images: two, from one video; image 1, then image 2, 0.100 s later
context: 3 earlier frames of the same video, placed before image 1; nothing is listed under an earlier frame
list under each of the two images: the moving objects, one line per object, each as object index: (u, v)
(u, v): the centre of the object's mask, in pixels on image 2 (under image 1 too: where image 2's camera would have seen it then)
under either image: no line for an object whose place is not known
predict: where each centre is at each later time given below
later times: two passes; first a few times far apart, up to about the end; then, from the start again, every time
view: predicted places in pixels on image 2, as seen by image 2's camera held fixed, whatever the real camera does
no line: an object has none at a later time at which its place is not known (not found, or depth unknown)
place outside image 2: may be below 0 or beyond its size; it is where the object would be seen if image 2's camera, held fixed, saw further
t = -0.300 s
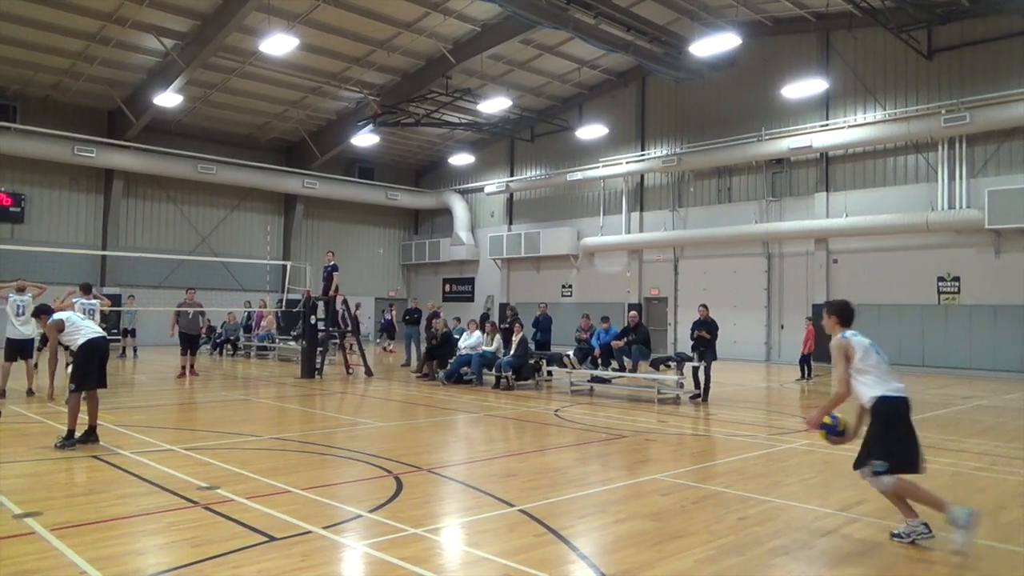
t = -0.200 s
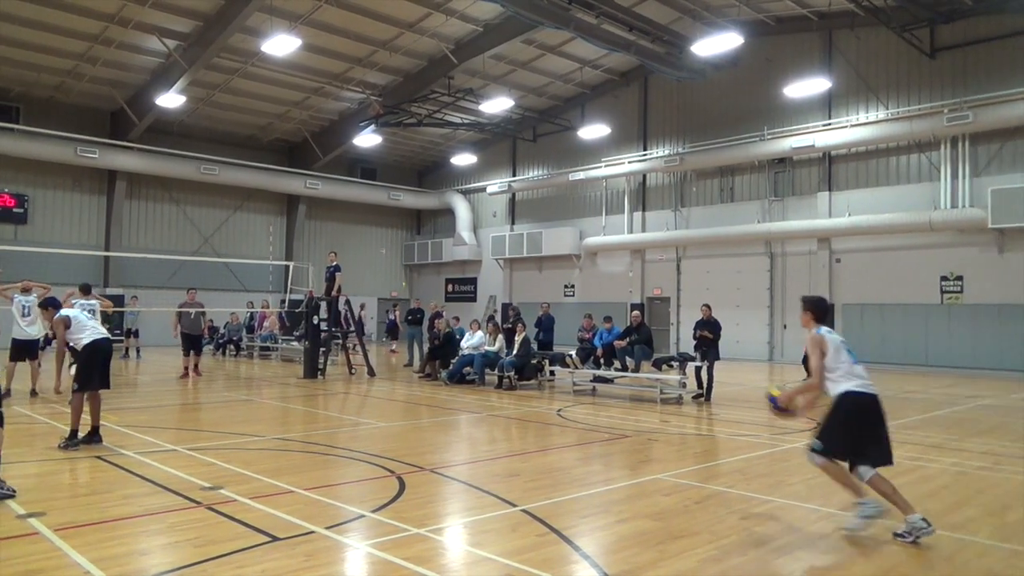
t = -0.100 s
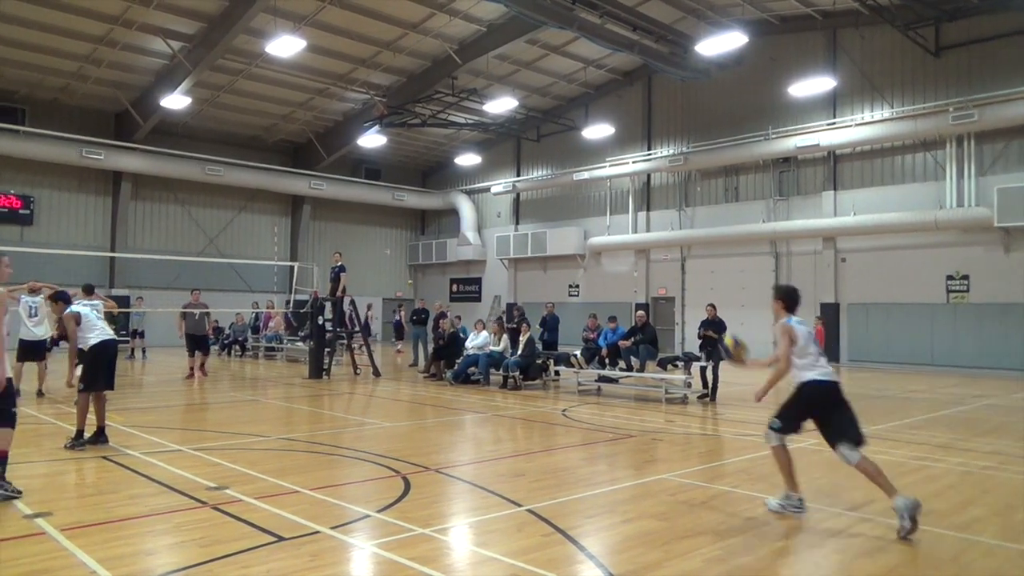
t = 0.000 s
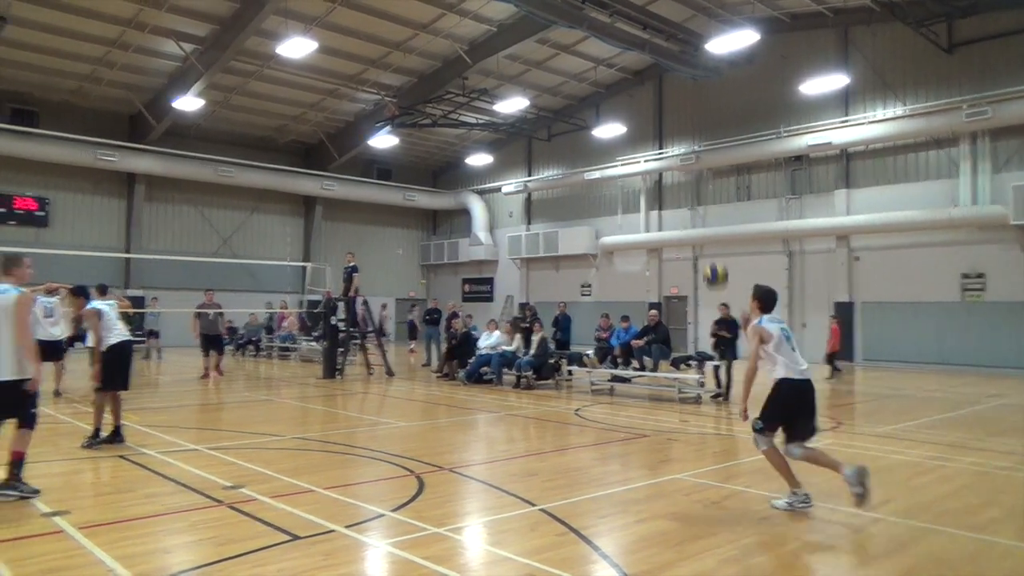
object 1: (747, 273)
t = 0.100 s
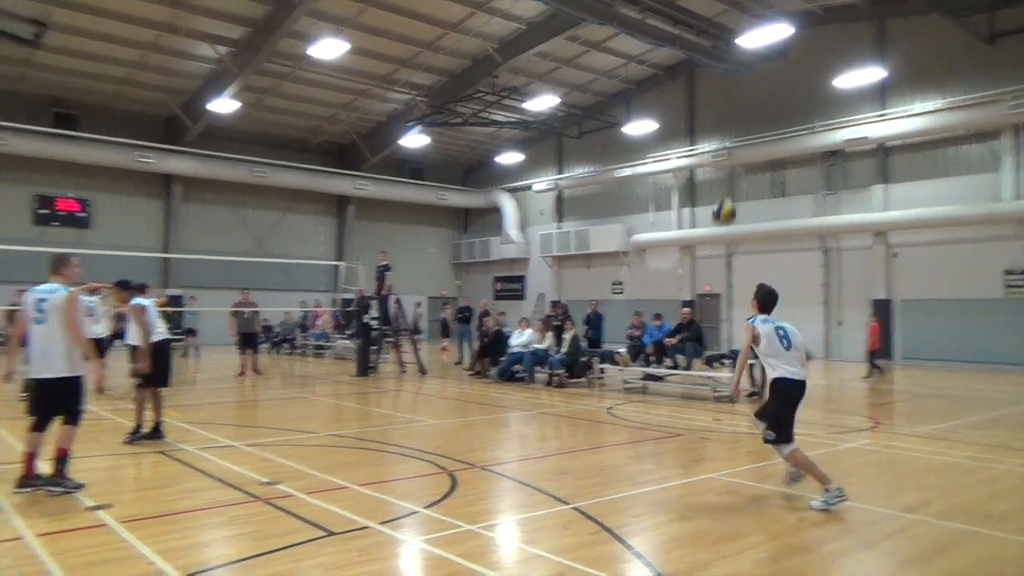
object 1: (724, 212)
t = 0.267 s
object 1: (688, 144)
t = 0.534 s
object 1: (637, 108)
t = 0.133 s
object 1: (717, 194)
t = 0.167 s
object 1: (708, 179)
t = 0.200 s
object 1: (702, 167)
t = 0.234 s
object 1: (695, 156)
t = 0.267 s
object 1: (688, 144)
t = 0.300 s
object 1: (681, 134)
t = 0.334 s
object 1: (674, 127)
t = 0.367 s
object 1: (669, 122)
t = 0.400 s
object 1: (663, 115)
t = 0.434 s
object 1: (656, 111)
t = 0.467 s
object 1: (649, 108)
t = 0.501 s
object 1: (643, 108)
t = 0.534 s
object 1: (637, 108)
